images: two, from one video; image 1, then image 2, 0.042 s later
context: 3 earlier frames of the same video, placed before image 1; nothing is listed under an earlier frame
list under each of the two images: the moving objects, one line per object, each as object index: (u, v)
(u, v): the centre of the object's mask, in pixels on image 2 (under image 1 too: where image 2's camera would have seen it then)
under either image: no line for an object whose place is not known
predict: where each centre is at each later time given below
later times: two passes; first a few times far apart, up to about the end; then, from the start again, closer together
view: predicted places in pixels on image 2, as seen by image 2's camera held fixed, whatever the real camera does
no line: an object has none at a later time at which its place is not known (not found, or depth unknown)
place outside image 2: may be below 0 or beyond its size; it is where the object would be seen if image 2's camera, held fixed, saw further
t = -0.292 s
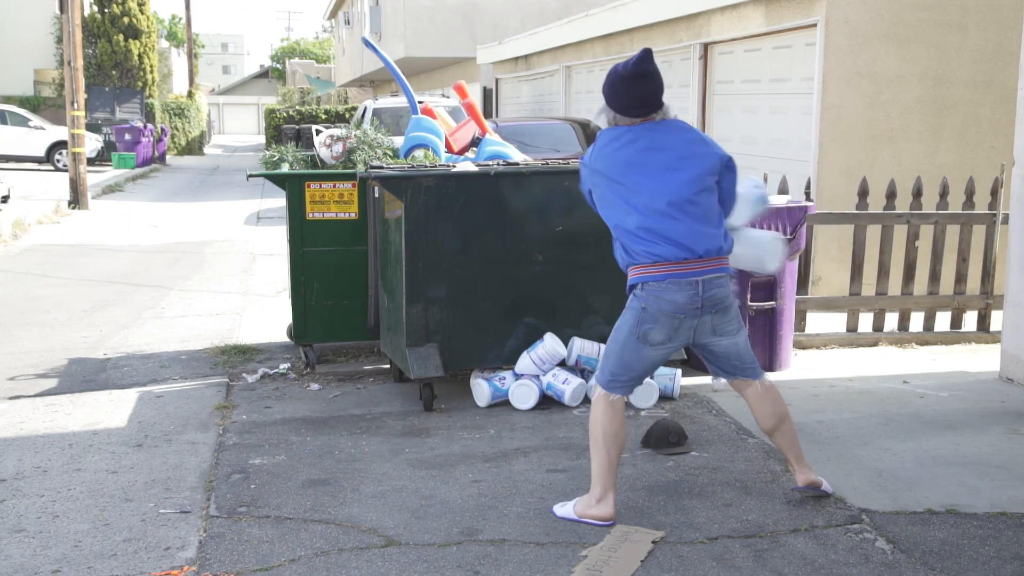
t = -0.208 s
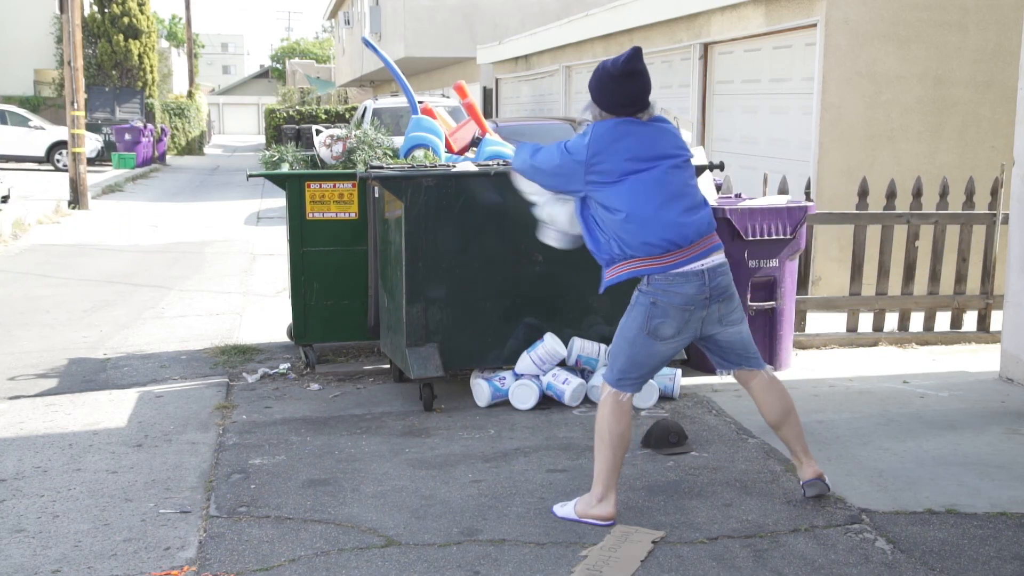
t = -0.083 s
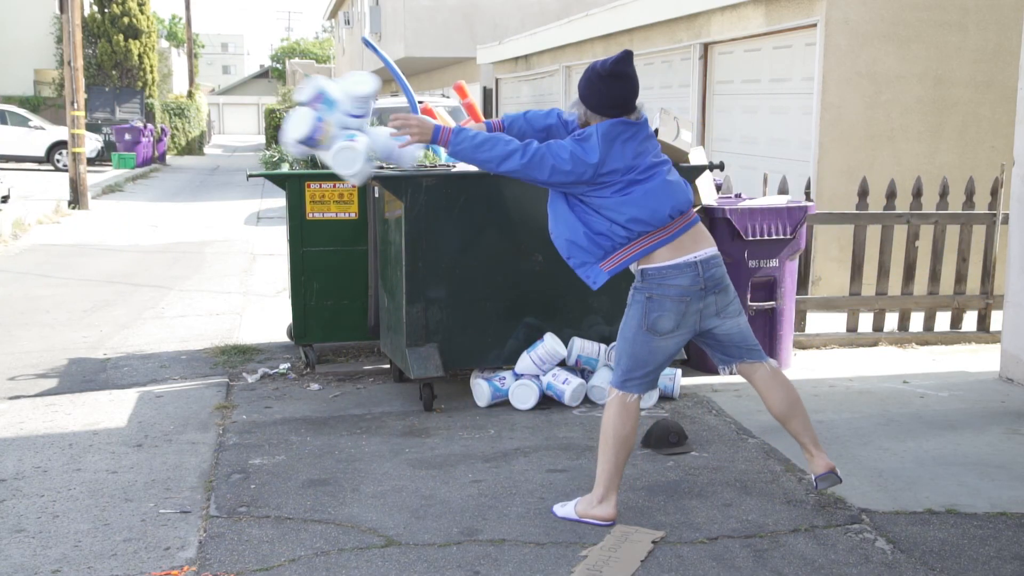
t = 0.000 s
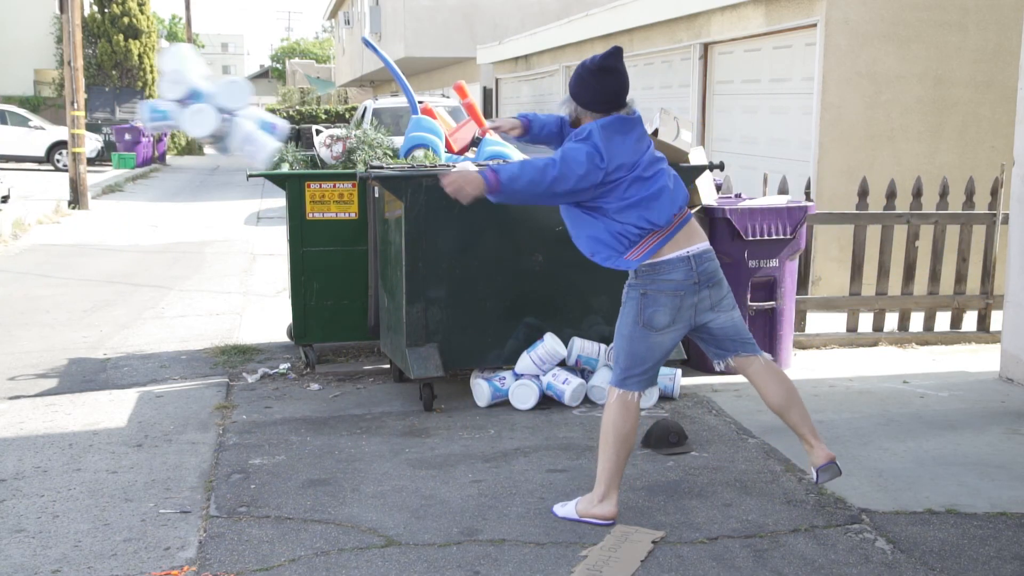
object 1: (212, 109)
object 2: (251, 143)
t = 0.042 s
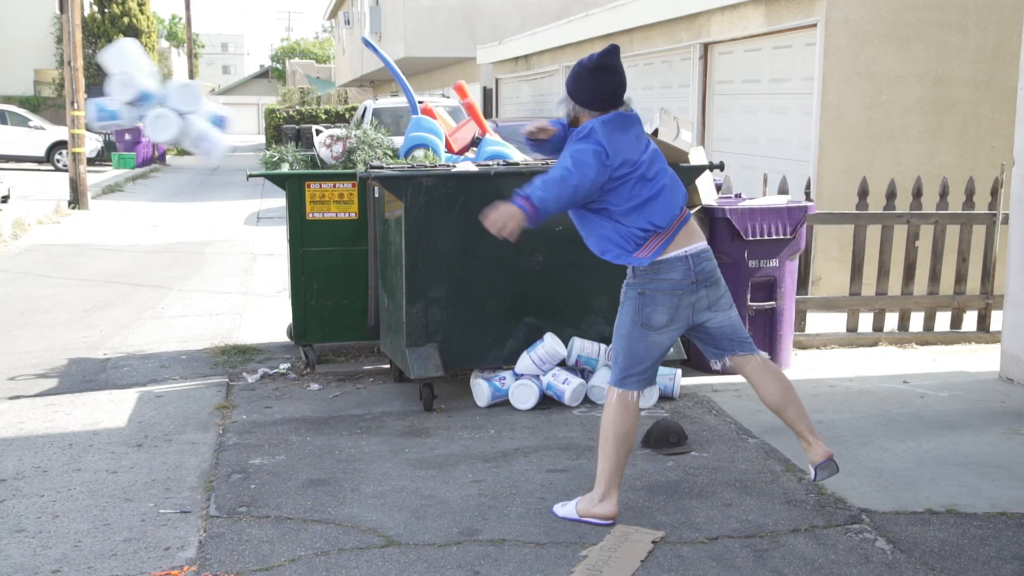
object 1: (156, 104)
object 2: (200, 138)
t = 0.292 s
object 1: (32, 90)
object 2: (36, 118)
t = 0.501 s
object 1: (73, 89)
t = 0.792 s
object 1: (157, 245)
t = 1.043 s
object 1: (236, 484)
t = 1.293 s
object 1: (267, 511)
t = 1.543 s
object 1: (283, 538)
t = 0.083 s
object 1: (86, 104)
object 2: (124, 138)
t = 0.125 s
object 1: (52, 112)
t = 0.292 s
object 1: (32, 90)
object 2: (36, 118)
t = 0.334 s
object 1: (44, 79)
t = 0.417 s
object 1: (54, 76)
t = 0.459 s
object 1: (59, 79)
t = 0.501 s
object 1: (73, 89)
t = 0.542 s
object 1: (84, 99)
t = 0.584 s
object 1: (100, 116)
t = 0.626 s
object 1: (109, 131)
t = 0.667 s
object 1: (125, 158)
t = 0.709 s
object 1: (134, 179)
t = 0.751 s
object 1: (148, 216)
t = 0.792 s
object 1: (157, 245)
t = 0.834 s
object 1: (173, 299)
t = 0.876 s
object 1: (181, 336)
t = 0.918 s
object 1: (199, 394)
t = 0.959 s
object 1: (210, 433)
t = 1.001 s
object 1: (227, 473)
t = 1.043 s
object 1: (236, 484)
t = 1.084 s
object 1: (246, 490)
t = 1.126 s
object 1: (248, 492)
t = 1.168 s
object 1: (252, 497)
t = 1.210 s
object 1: (255, 501)
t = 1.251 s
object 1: (262, 507)
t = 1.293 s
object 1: (267, 511)
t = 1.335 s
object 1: (273, 516)
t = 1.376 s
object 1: (276, 521)
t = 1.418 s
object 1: (279, 529)
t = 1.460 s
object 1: (283, 531)
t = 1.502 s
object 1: (281, 535)
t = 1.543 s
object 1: (283, 538)
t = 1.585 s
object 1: (282, 540)
